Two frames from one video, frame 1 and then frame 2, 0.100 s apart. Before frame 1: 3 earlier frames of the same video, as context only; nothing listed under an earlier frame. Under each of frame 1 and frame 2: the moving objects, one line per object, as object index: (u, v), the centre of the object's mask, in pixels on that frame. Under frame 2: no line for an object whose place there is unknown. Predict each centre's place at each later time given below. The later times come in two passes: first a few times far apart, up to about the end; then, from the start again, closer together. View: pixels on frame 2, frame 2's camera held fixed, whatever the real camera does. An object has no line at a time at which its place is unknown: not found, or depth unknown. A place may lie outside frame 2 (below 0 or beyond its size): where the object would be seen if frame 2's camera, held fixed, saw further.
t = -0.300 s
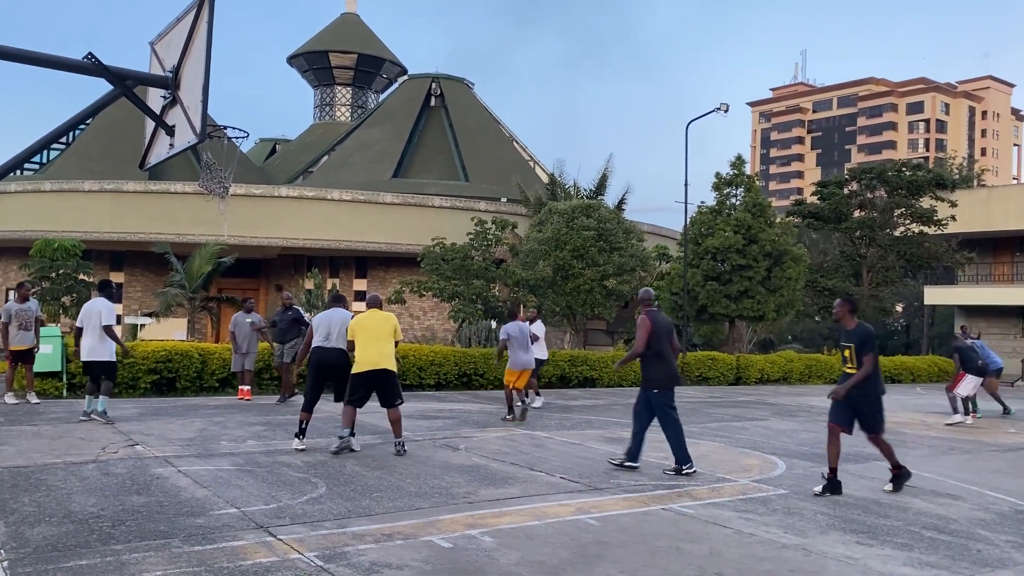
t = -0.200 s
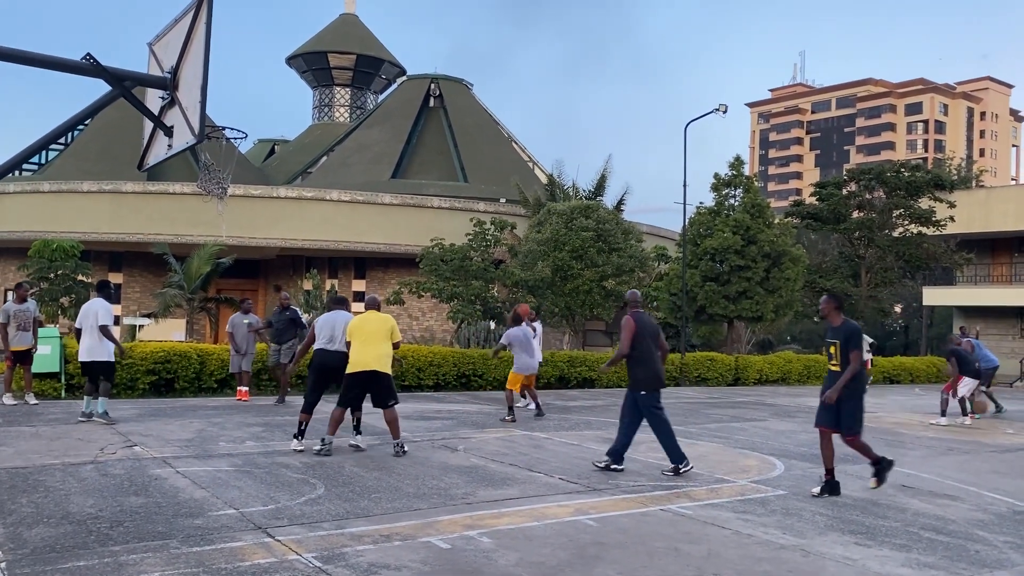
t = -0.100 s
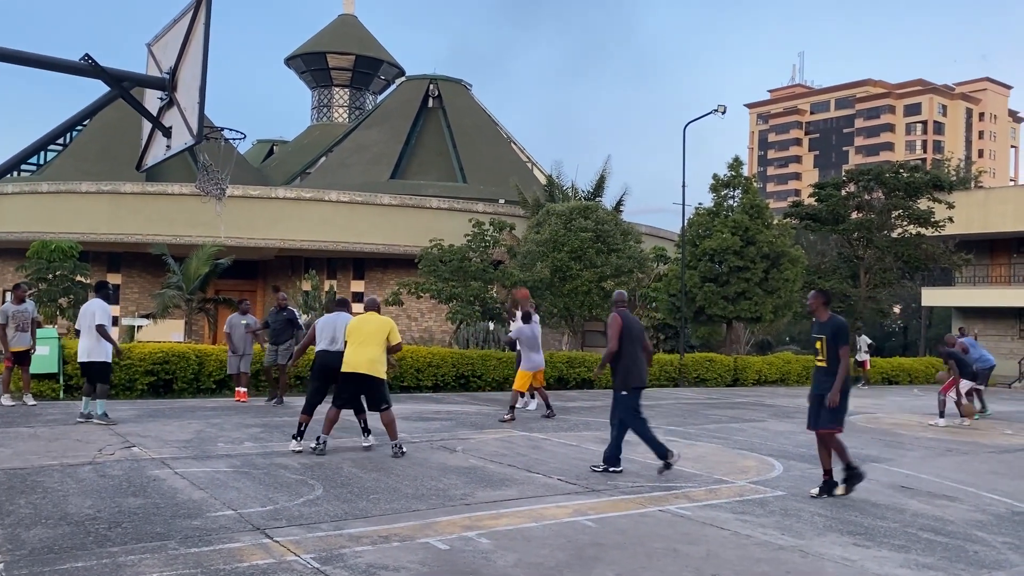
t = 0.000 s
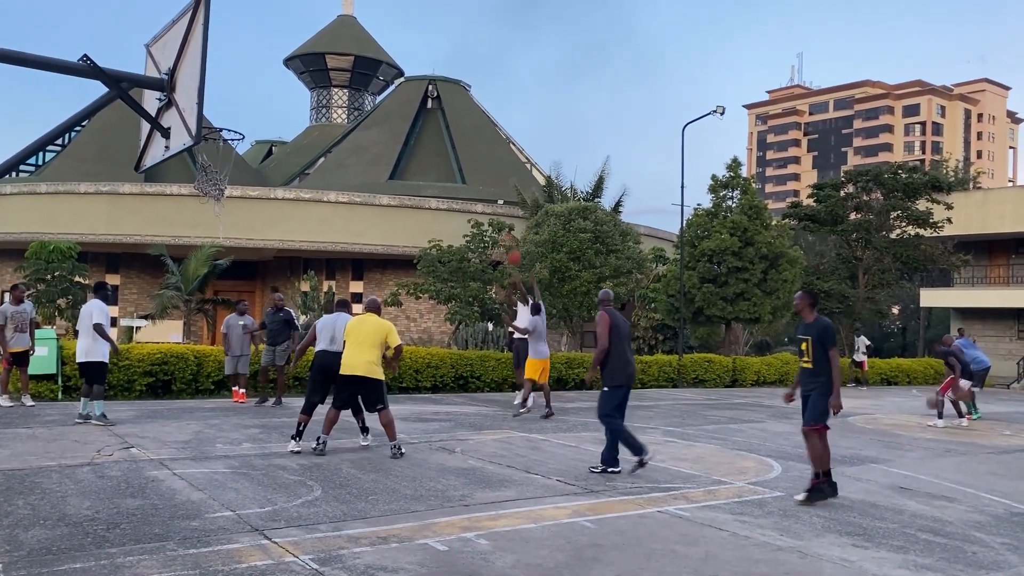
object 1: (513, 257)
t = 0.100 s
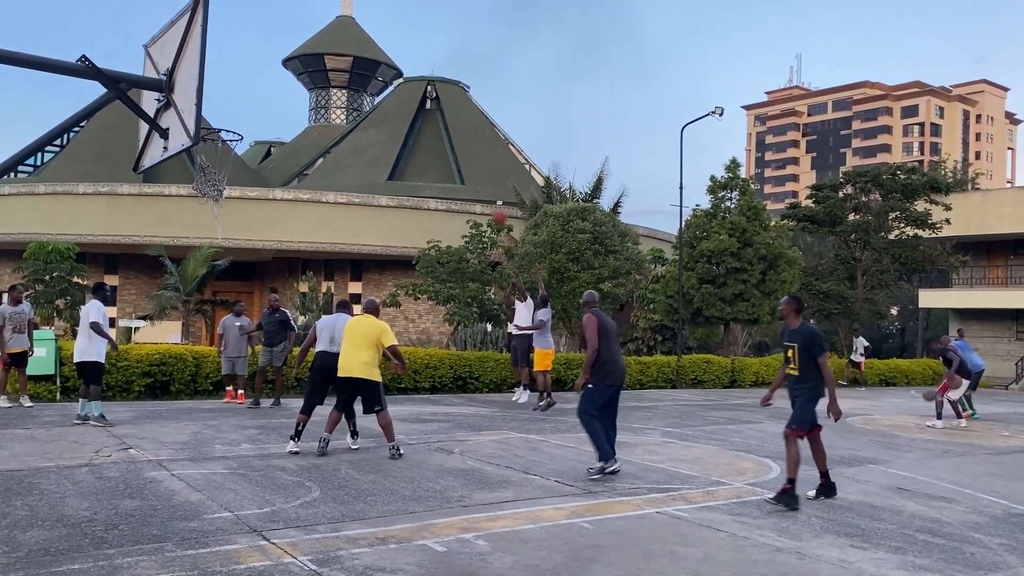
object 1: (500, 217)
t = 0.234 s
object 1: (480, 167)
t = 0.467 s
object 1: (442, 97)
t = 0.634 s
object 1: (408, 63)
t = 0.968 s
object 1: (321, 52)
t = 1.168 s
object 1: (251, 99)
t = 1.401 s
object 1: (164, 212)
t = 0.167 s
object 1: (490, 191)
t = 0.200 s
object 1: (485, 179)
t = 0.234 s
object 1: (480, 167)
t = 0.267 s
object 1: (476, 155)
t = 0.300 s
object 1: (471, 144)
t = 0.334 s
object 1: (465, 134)
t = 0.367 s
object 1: (459, 124)
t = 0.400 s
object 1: (454, 114)
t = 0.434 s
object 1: (448, 105)
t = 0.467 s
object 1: (442, 97)
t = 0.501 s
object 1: (435, 88)
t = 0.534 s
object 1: (429, 81)
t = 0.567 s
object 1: (423, 74)
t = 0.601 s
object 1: (415, 68)
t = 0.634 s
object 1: (408, 63)
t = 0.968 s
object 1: (321, 52)
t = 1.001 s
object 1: (310, 57)
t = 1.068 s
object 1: (290, 69)
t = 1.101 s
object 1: (276, 78)
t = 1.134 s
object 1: (264, 88)
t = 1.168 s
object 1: (251, 99)
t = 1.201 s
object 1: (238, 112)
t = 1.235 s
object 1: (223, 125)
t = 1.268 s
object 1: (210, 145)
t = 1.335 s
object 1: (184, 174)
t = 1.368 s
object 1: (175, 193)
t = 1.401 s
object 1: (164, 212)
